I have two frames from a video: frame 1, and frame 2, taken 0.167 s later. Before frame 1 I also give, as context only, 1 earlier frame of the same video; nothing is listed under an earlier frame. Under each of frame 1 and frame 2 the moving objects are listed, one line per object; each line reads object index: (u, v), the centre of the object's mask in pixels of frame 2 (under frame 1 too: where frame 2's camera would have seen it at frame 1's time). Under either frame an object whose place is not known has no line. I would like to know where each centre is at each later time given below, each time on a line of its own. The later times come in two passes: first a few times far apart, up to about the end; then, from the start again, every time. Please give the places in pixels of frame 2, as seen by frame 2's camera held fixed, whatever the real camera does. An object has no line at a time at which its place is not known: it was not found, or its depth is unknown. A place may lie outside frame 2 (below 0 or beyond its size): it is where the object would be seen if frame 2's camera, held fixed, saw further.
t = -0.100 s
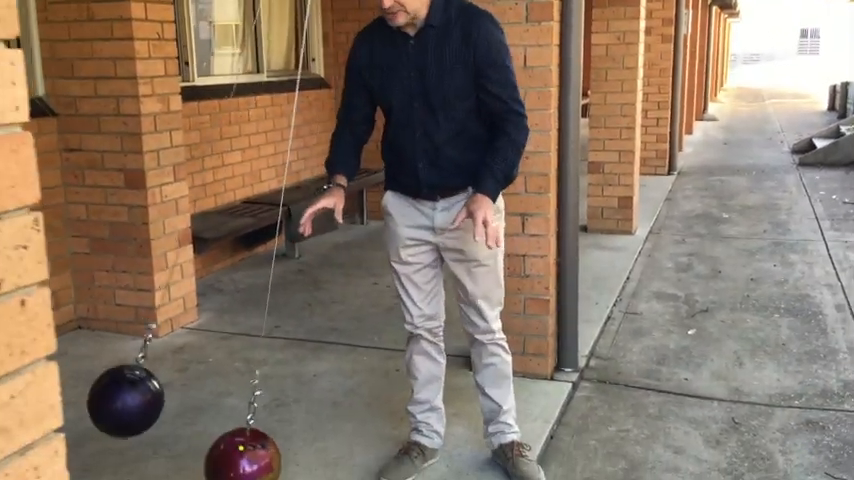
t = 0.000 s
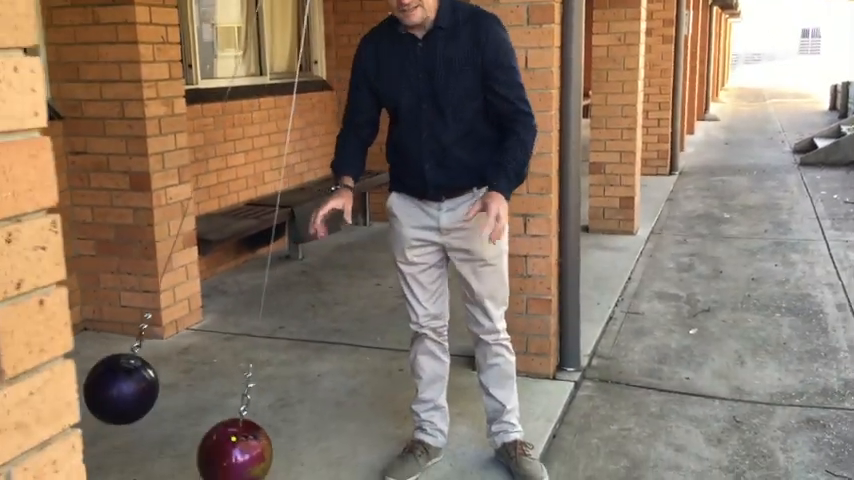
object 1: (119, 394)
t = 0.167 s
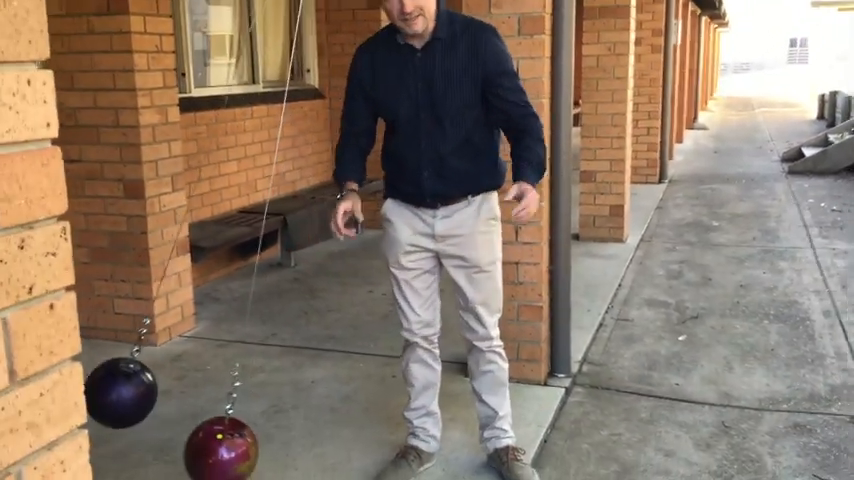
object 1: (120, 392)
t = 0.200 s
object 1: (124, 395)
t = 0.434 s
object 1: (185, 432)
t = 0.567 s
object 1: (218, 444)
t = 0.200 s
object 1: (124, 395)
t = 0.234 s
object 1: (129, 398)
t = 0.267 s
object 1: (135, 402)
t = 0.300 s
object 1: (143, 407)
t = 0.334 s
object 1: (152, 413)
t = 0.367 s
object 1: (162, 419)
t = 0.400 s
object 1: (173, 425)
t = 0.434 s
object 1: (185, 432)
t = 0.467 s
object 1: (193, 435)
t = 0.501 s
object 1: (201, 438)
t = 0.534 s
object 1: (209, 440)
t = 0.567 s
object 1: (218, 444)
